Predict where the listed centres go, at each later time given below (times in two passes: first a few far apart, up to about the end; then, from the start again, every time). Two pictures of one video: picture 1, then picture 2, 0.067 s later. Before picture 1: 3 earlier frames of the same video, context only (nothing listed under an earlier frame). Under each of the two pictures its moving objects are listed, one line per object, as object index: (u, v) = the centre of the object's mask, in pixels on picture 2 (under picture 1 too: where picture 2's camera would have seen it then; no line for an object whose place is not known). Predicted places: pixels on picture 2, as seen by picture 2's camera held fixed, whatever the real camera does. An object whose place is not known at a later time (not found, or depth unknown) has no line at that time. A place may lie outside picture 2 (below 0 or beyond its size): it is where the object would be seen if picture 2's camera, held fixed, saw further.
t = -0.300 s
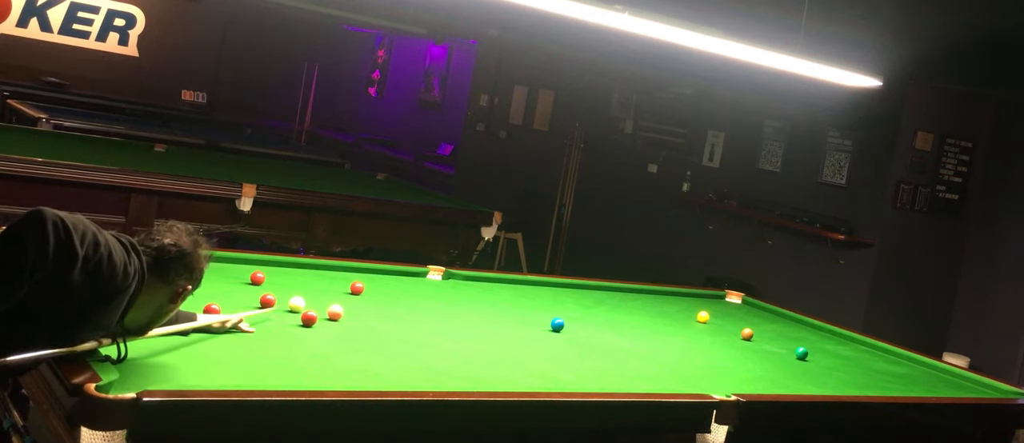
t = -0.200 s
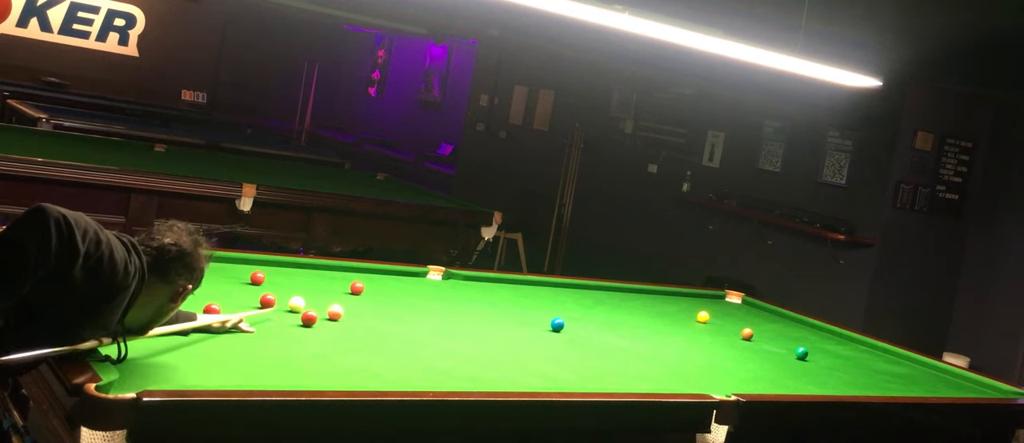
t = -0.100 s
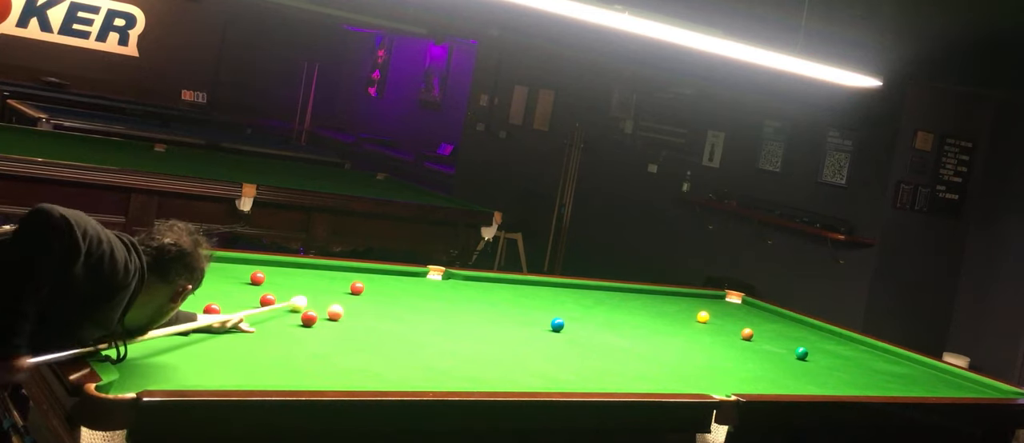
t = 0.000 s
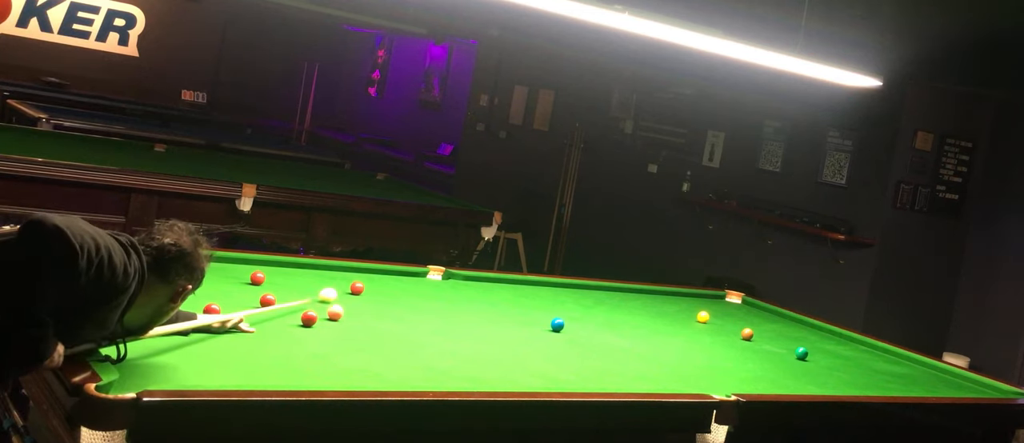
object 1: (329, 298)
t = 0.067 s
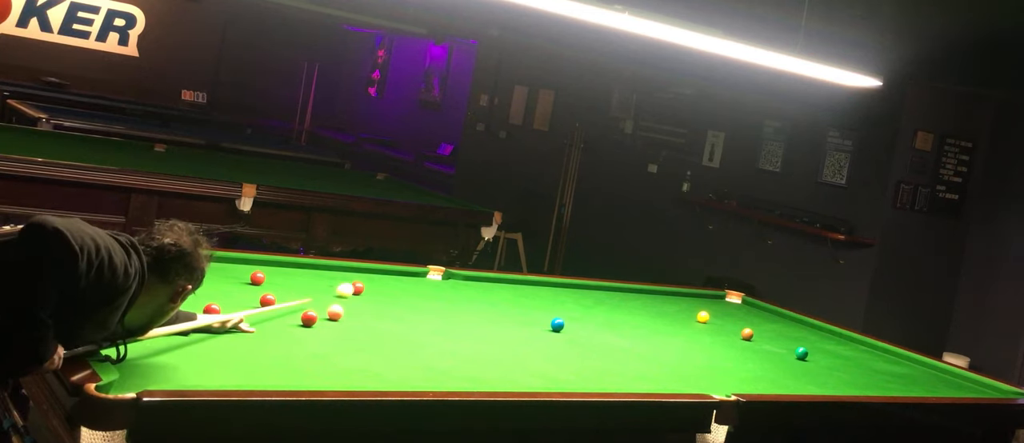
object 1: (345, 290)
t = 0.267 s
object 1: (344, 285)
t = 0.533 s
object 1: (349, 278)
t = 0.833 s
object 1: (354, 270)
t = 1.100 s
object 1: (373, 272)
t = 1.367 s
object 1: (396, 278)
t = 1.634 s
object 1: (417, 283)
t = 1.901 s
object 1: (437, 288)
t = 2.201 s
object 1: (458, 293)
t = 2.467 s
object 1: (474, 297)
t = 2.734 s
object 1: (490, 301)
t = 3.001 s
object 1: (504, 304)
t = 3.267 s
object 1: (516, 307)
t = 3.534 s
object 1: (527, 309)
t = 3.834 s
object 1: (537, 312)
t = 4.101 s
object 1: (544, 314)
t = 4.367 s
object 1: (550, 315)
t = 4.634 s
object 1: (554, 315)
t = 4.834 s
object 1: (557, 315)
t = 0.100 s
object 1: (349, 289)
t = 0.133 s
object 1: (347, 288)
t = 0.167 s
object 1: (346, 287)
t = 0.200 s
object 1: (345, 287)
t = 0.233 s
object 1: (344, 286)
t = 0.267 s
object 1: (344, 285)
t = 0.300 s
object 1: (344, 284)
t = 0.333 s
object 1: (344, 283)
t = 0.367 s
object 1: (345, 282)
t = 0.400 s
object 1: (346, 281)
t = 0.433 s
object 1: (346, 281)
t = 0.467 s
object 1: (347, 280)
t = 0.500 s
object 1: (348, 279)
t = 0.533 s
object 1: (349, 278)
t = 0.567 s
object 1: (349, 277)
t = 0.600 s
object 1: (350, 276)
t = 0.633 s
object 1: (351, 275)
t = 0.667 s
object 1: (351, 274)
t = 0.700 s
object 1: (352, 274)
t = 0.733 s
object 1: (352, 273)
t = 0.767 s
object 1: (353, 272)
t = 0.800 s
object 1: (354, 271)
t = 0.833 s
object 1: (354, 270)
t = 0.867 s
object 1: (355, 270)
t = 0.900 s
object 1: (355, 269)
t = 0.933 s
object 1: (357, 269)
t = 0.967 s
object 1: (360, 269)
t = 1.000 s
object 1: (364, 270)
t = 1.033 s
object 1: (366, 271)
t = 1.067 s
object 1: (370, 271)
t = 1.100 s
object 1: (373, 272)
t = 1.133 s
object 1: (375, 273)
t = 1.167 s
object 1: (378, 274)
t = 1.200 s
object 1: (381, 274)
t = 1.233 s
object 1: (384, 275)
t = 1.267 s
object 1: (387, 276)
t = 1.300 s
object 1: (390, 277)
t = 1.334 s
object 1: (392, 277)
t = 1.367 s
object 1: (396, 278)
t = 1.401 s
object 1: (398, 278)
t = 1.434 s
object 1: (401, 279)
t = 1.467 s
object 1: (404, 280)
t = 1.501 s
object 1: (406, 280)
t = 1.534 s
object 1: (409, 281)
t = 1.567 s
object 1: (412, 282)
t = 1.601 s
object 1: (415, 282)
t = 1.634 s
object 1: (417, 283)
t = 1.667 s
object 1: (420, 284)
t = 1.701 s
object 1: (422, 284)
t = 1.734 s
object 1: (425, 285)
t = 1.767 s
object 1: (427, 286)
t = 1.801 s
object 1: (430, 286)
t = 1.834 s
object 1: (432, 286)
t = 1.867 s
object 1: (434, 287)
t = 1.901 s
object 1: (437, 288)
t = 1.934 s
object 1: (439, 288)
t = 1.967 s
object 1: (442, 289)
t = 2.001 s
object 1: (444, 289)
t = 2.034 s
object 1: (446, 290)
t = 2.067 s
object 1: (448, 291)
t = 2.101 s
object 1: (451, 291)
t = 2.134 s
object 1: (453, 292)
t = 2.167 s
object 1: (455, 292)
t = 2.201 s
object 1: (458, 293)
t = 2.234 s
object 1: (460, 293)
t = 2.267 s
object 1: (462, 294)
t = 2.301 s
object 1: (464, 294)
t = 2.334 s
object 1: (466, 295)
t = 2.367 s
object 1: (468, 295)
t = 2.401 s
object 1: (470, 296)
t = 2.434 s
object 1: (472, 296)
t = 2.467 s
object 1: (474, 297)
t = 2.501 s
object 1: (476, 297)
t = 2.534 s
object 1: (478, 298)
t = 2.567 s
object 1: (480, 298)
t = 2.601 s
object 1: (483, 298)
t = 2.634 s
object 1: (484, 299)
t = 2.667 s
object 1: (486, 300)
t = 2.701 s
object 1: (488, 300)
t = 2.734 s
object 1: (490, 301)
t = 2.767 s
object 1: (492, 301)
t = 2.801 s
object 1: (493, 301)
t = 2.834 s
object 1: (495, 302)
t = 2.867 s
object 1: (497, 302)
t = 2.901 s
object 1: (499, 303)
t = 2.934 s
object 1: (500, 303)
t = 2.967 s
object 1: (502, 303)
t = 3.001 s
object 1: (504, 304)
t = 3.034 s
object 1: (505, 304)
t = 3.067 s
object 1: (507, 304)
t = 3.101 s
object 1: (508, 305)
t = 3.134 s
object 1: (510, 305)
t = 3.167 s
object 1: (511, 305)
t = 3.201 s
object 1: (513, 306)
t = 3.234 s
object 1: (514, 306)
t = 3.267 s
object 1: (516, 307)
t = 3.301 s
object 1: (517, 307)
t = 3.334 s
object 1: (518, 307)
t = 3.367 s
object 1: (520, 308)
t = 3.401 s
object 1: (522, 308)
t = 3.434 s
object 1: (523, 309)
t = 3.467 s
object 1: (524, 309)
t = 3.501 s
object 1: (526, 309)
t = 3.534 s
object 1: (527, 309)
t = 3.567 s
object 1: (528, 310)
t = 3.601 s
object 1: (529, 310)
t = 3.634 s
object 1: (530, 310)
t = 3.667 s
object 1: (531, 310)
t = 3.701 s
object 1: (533, 311)
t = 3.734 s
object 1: (533, 311)
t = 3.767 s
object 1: (535, 311)
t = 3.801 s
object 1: (536, 312)
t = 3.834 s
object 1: (537, 312)
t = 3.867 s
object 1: (538, 312)
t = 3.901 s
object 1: (539, 312)
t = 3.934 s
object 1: (540, 313)
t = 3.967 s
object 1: (541, 313)
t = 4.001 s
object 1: (542, 313)
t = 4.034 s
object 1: (543, 314)
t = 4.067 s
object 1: (543, 314)
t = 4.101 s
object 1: (544, 314)
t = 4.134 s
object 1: (545, 314)
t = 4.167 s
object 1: (546, 314)
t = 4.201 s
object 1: (547, 314)
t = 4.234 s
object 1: (547, 315)
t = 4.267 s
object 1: (547, 315)
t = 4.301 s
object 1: (549, 315)
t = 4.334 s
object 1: (549, 315)
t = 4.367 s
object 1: (550, 315)
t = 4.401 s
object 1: (550, 315)
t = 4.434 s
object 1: (551, 315)
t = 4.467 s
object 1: (551, 315)
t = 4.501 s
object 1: (552, 315)
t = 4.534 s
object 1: (553, 315)
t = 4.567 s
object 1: (553, 315)
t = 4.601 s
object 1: (554, 315)
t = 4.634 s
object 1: (554, 315)
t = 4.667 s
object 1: (554, 315)
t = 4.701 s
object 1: (555, 315)
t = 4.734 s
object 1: (556, 315)
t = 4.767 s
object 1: (556, 315)
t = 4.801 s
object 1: (557, 315)
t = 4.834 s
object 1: (557, 315)
